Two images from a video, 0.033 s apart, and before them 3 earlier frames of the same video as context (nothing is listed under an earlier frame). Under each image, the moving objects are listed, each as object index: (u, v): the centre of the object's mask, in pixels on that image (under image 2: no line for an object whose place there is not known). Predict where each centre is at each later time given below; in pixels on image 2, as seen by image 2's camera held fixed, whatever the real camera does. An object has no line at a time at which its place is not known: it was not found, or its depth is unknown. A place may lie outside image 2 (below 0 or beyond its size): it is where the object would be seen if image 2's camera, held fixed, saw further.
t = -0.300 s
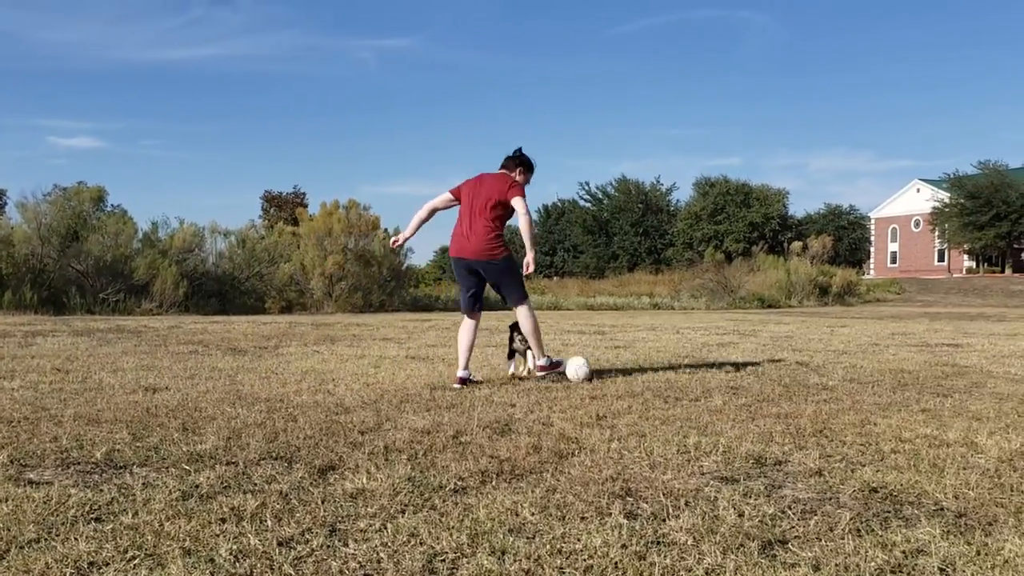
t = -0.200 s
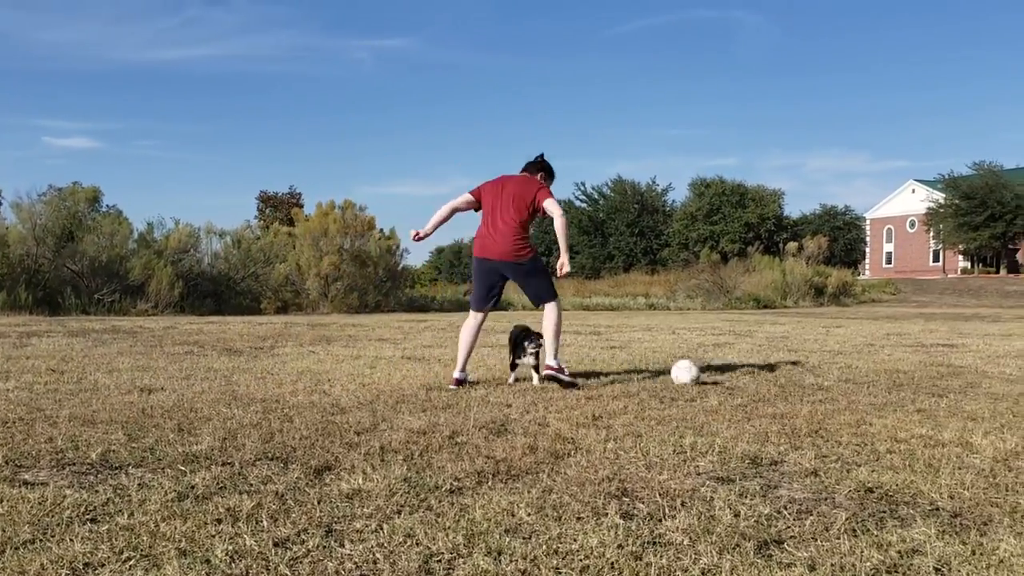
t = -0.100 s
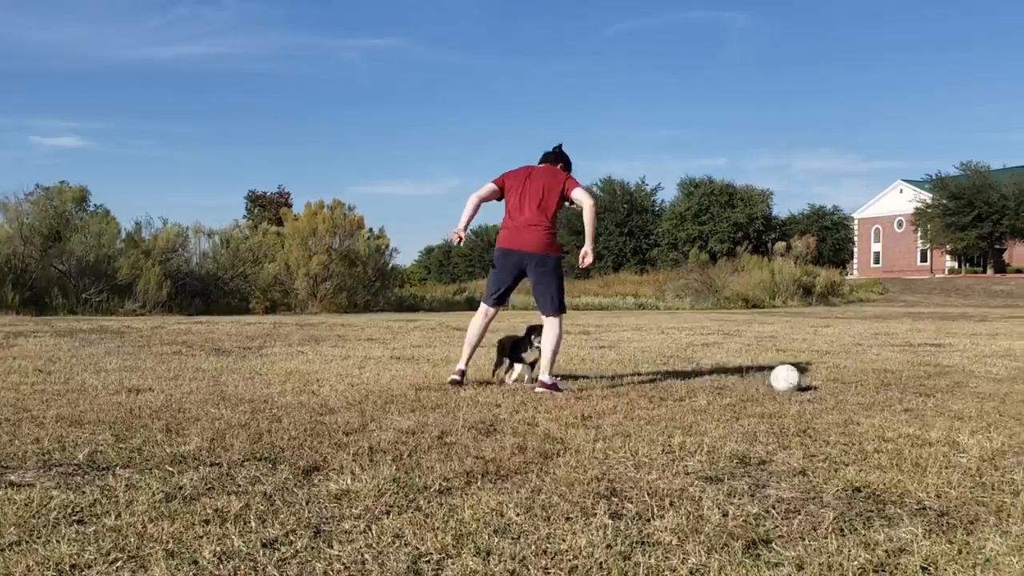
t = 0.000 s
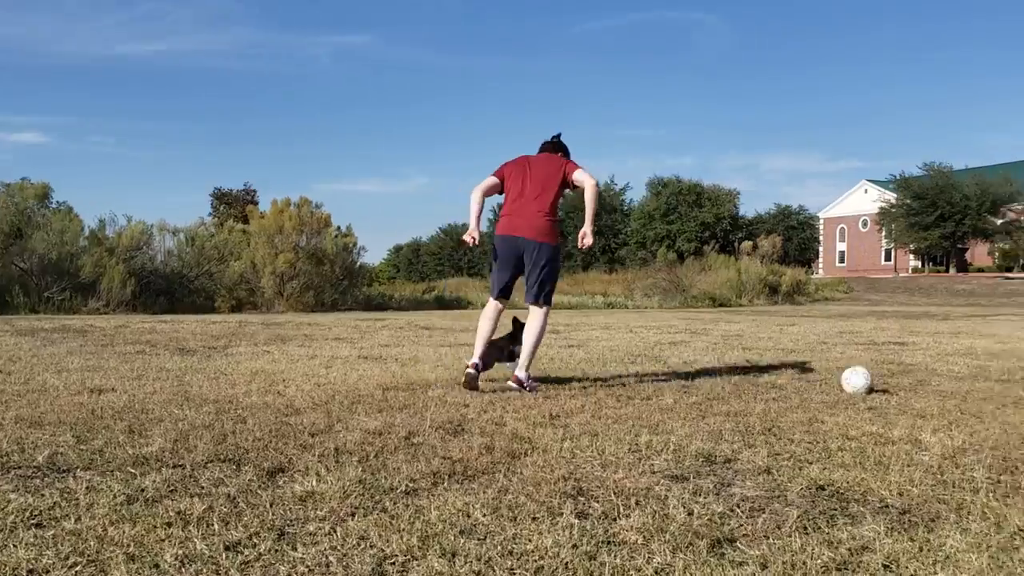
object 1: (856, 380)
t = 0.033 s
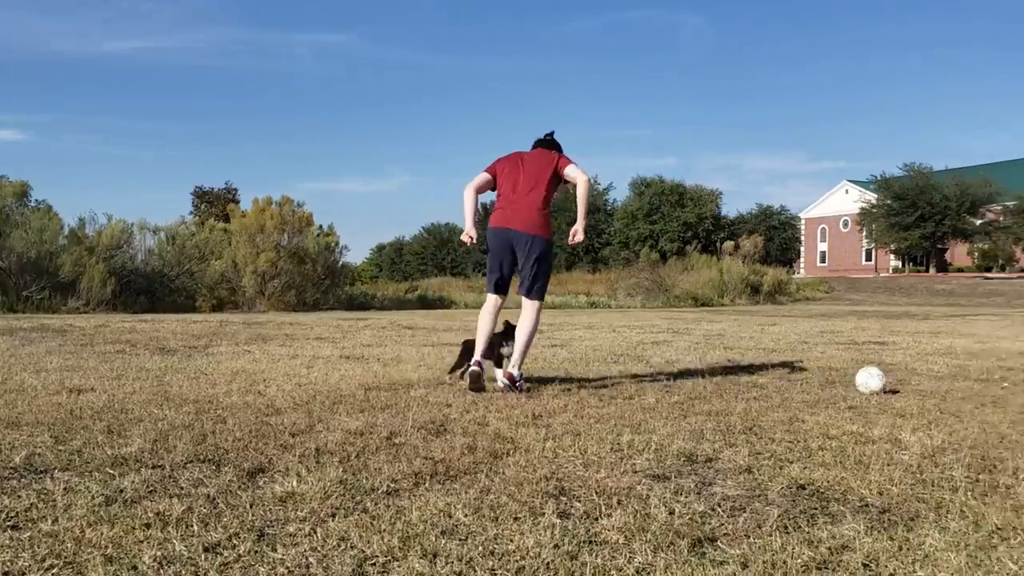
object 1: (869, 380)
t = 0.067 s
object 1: (900, 379)
